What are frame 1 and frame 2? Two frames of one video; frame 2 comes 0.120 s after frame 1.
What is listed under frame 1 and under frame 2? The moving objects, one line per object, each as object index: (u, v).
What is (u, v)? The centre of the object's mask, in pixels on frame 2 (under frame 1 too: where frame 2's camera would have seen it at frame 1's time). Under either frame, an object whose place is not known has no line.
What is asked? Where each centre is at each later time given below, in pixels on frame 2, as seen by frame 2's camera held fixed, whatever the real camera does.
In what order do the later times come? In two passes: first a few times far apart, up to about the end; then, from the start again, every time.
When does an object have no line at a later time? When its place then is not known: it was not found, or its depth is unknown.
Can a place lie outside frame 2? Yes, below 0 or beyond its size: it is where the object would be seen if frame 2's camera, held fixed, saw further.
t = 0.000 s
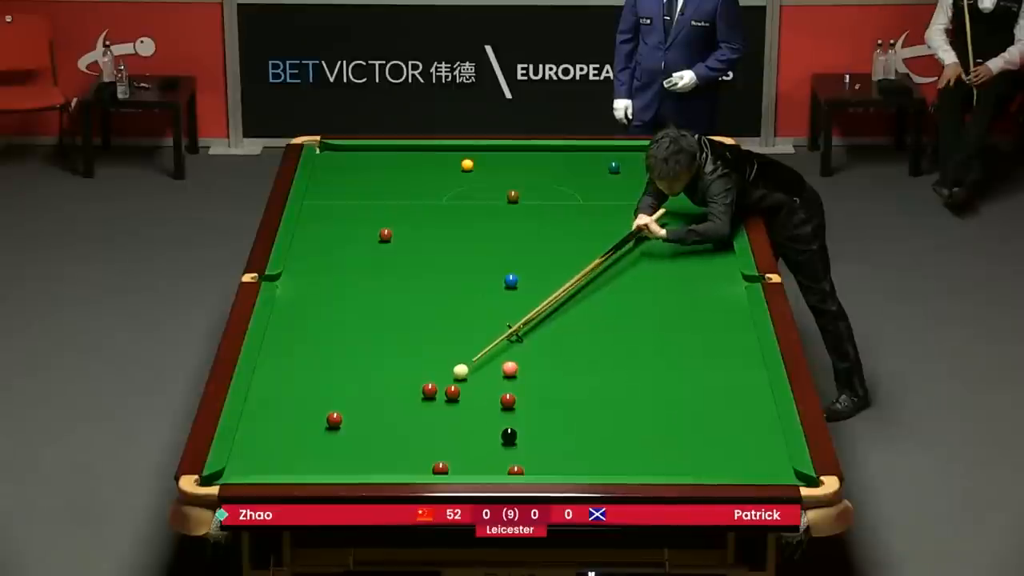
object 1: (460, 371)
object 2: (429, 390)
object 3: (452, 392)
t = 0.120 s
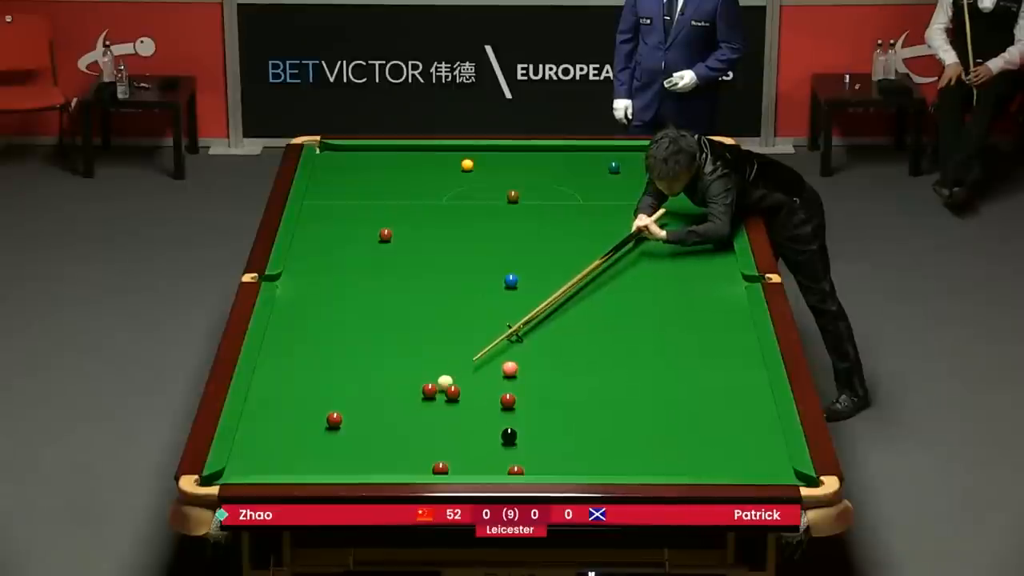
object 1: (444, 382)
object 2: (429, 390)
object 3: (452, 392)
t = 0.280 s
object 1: (441, 388)
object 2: (410, 399)
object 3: (454, 393)
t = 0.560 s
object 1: (434, 393)
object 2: (377, 412)
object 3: (460, 397)
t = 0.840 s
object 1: (428, 397)
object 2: (345, 426)
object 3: (466, 400)
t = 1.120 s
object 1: (422, 401)
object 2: (313, 439)
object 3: (470, 403)
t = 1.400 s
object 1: (418, 404)
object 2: (282, 453)
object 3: (474, 405)
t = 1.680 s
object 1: (414, 406)
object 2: (252, 465)
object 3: (476, 407)
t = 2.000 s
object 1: (411, 408)
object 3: (478, 408)
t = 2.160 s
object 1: (410, 409)
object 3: (479, 408)
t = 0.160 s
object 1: (441, 385)
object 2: (428, 390)
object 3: (453, 392)
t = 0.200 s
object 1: (441, 387)
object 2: (422, 393)
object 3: (453, 392)
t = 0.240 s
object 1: (442, 387)
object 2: (415, 396)
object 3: (453, 392)
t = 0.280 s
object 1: (441, 388)
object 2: (410, 399)
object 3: (454, 393)
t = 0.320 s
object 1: (440, 389)
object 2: (404, 401)
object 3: (455, 393)
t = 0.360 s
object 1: (440, 390)
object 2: (400, 403)
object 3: (456, 394)
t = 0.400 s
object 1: (438, 390)
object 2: (395, 405)
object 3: (456, 395)
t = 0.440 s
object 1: (437, 391)
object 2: (390, 407)
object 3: (457, 395)
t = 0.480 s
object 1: (436, 392)
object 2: (386, 409)
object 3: (458, 396)
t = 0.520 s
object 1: (435, 392)
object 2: (381, 411)
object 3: (459, 396)
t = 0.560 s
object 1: (434, 393)
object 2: (377, 412)
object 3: (460, 397)
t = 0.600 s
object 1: (433, 393)
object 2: (372, 415)
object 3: (461, 397)
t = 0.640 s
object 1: (432, 394)
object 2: (367, 417)
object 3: (462, 398)
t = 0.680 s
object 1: (431, 395)
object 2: (363, 418)
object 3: (462, 398)
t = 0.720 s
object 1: (430, 395)
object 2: (358, 420)
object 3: (463, 398)
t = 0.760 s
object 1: (430, 396)
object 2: (354, 422)
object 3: (464, 399)
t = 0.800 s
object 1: (429, 396)
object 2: (349, 424)
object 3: (465, 399)
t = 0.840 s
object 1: (428, 397)
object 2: (345, 426)
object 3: (466, 400)
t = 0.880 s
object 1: (427, 398)
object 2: (340, 428)
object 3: (466, 400)
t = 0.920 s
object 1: (426, 398)
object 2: (335, 430)
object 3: (467, 401)
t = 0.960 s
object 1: (425, 399)
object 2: (331, 431)
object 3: (468, 401)
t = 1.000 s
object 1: (425, 399)
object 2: (326, 434)
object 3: (468, 402)
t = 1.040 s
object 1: (424, 399)
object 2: (322, 435)
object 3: (469, 402)
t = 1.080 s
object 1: (423, 400)
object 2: (318, 437)
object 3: (469, 402)
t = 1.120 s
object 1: (422, 401)
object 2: (313, 439)
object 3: (470, 403)
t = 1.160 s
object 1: (422, 401)
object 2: (309, 441)
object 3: (471, 403)
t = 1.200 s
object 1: (421, 402)
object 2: (304, 443)
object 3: (471, 403)
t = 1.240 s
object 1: (420, 402)
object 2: (300, 445)
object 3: (472, 404)
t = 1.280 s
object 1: (419, 402)
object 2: (296, 447)
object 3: (472, 404)
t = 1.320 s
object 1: (419, 403)
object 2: (291, 449)
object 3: (473, 404)
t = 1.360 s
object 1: (418, 403)
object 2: (287, 451)
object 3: (473, 405)
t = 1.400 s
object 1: (418, 404)
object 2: (282, 453)
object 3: (474, 405)
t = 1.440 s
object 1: (417, 404)
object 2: (278, 455)
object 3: (474, 405)
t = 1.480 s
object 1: (417, 404)
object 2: (274, 456)
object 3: (474, 405)
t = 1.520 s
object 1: (416, 405)
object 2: (269, 458)
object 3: (475, 406)
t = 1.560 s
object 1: (415, 405)
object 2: (265, 460)
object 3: (475, 406)
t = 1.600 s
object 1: (415, 405)
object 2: (261, 462)
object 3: (476, 406)
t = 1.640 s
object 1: (414, 406)
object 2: (257, 464)
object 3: (476, 406)
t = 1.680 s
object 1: (414, 406)
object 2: (252, 465)
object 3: (476, 407)
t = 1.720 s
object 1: (414, 407)
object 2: (248, 466)
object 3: (476, 407)
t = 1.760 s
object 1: (413, 407)
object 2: (244, 468)
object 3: (477, 407)
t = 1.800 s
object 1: (413, 407)
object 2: (240, 469)
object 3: (477, 407)
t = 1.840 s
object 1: (412, 408)
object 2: (236, 470)
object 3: (477, 407)
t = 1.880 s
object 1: (412, 408)
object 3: (478, 407)
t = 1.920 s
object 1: (412, 408)
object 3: (478, 408)
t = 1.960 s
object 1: (411, 408)
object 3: (478, 408)
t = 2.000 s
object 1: (411, 408)
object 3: (478, 408)
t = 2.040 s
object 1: (411, 409)
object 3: (478, 408)
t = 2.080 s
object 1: (410, 409)
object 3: (478, 408)
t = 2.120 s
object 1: (410, 409)
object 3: (479, 408)
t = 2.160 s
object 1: (410, 409)
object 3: (479, 408)
